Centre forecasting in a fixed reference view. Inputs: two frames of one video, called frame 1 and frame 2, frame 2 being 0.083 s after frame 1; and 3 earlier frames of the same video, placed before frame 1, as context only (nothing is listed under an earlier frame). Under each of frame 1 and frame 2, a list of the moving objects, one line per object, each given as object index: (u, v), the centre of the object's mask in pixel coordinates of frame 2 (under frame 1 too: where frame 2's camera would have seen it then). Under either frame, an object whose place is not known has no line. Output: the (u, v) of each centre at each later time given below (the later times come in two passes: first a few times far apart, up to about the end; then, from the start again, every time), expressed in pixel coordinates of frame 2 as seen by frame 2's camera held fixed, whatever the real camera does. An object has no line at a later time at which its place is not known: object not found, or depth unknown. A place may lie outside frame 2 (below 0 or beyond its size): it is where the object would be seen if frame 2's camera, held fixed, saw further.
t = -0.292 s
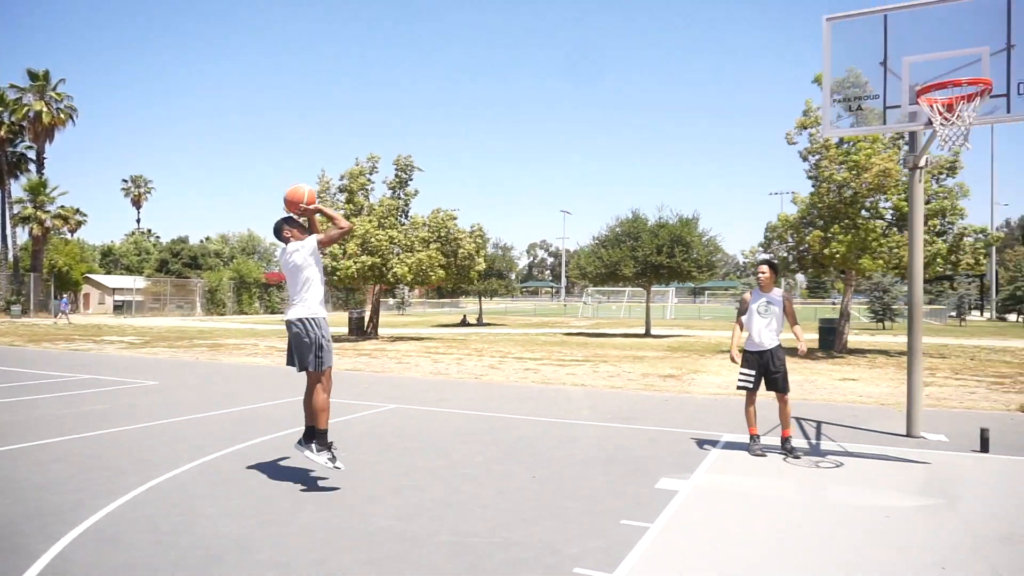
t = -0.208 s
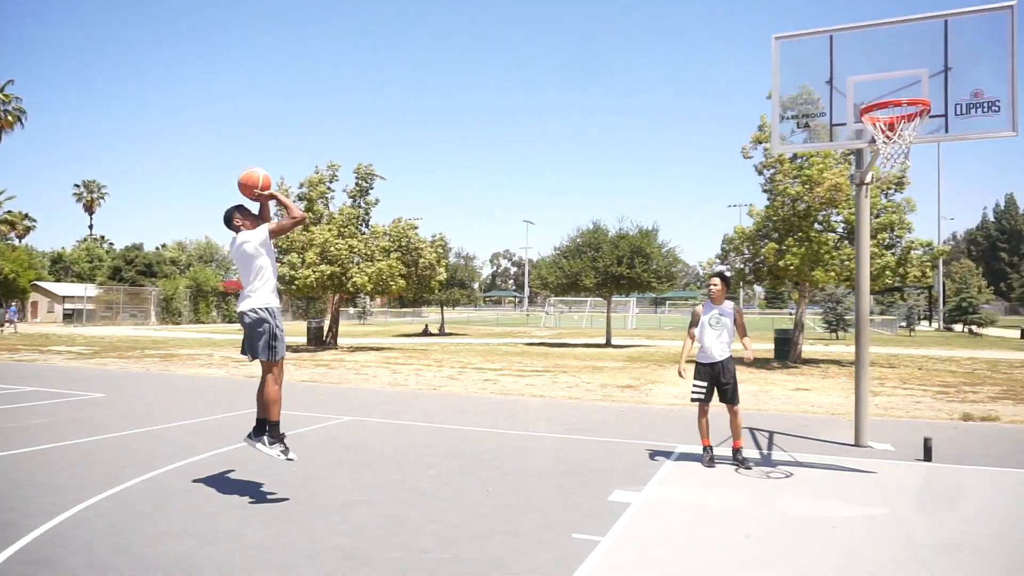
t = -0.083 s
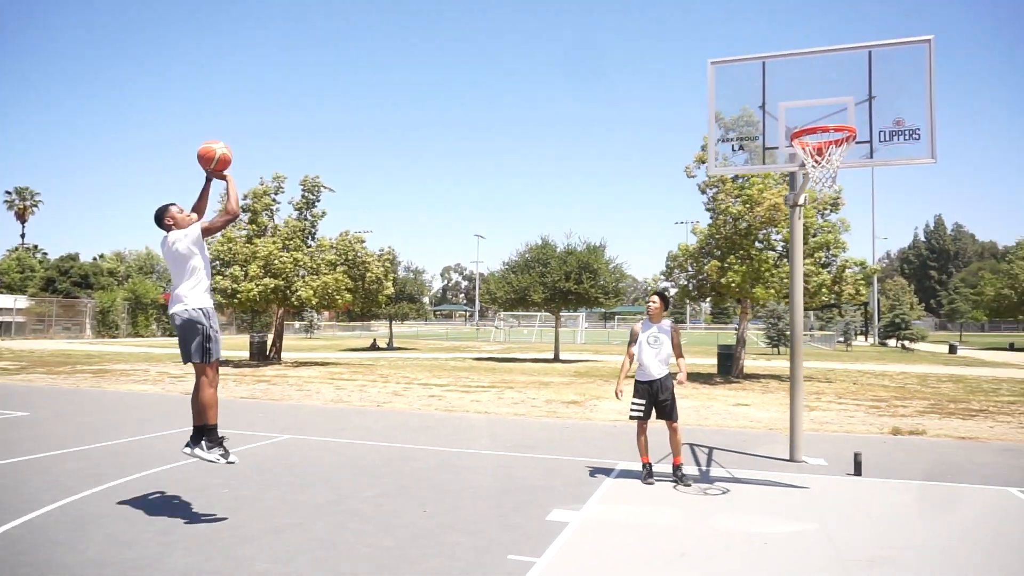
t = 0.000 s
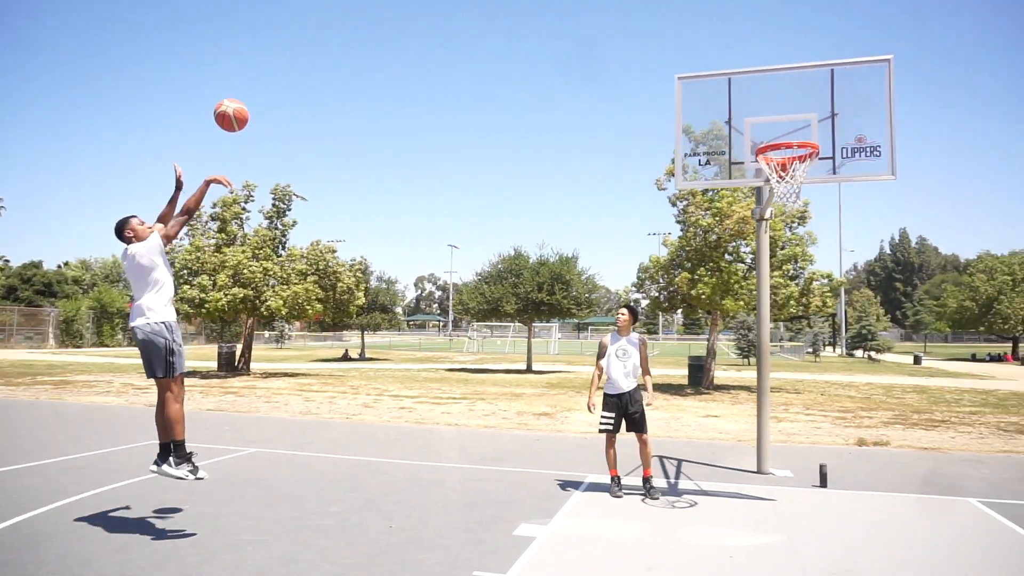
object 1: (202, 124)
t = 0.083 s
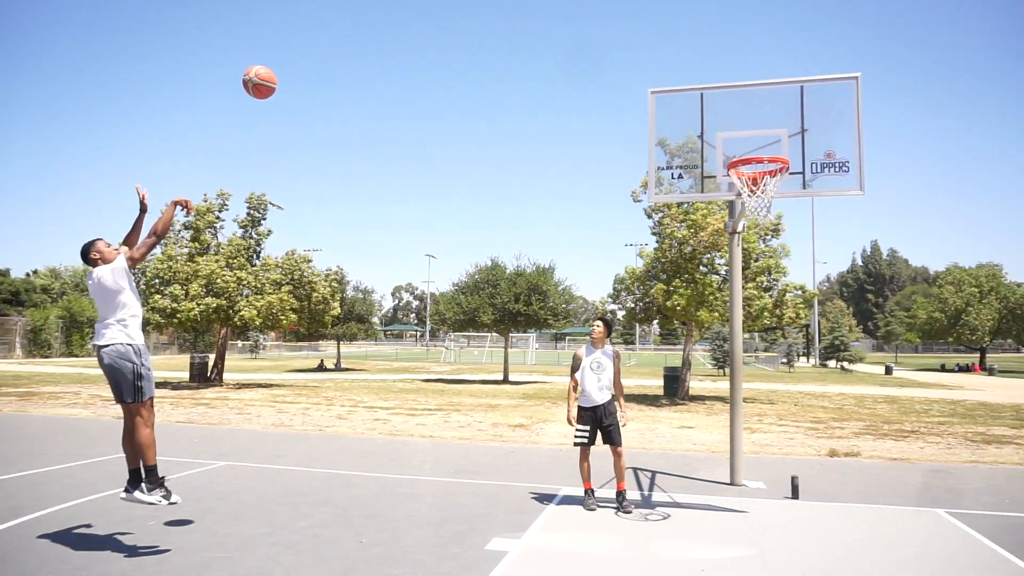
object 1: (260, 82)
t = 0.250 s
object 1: (365, 30)
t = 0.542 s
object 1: (533, 18)
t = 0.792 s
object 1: (666, 84)
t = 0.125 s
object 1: (287, 65)
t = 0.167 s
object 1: (313, 51)
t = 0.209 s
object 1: (340, 39)
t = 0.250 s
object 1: (365, 30)
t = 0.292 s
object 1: (391, 22)
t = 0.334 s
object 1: (415, 16)
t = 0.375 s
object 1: (440, 12)
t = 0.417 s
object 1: (463, 11)
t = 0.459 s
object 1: (487, 11)
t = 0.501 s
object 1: (510, 13)
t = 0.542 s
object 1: (533, 18)
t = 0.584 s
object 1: (555, 24)
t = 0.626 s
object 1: (578, 33)
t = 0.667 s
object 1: (600, 43)
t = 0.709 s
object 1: (622, 55)
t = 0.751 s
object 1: (644, 69)
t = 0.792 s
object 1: (666, 84)
